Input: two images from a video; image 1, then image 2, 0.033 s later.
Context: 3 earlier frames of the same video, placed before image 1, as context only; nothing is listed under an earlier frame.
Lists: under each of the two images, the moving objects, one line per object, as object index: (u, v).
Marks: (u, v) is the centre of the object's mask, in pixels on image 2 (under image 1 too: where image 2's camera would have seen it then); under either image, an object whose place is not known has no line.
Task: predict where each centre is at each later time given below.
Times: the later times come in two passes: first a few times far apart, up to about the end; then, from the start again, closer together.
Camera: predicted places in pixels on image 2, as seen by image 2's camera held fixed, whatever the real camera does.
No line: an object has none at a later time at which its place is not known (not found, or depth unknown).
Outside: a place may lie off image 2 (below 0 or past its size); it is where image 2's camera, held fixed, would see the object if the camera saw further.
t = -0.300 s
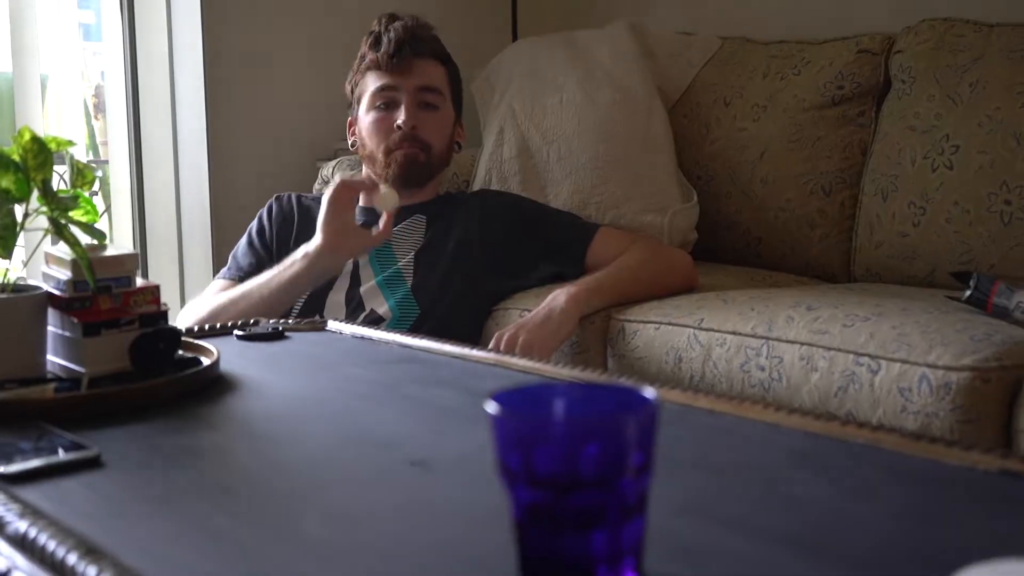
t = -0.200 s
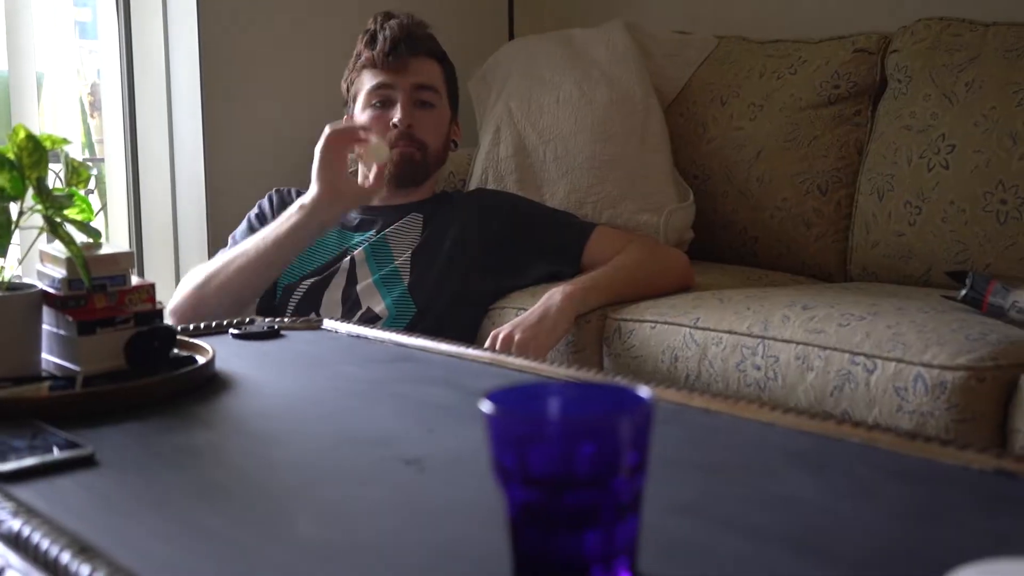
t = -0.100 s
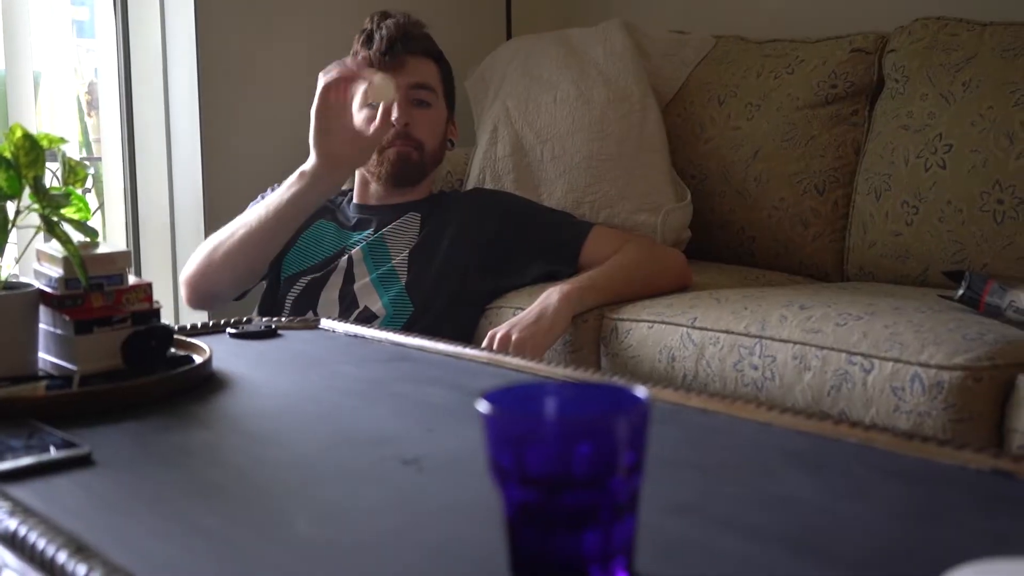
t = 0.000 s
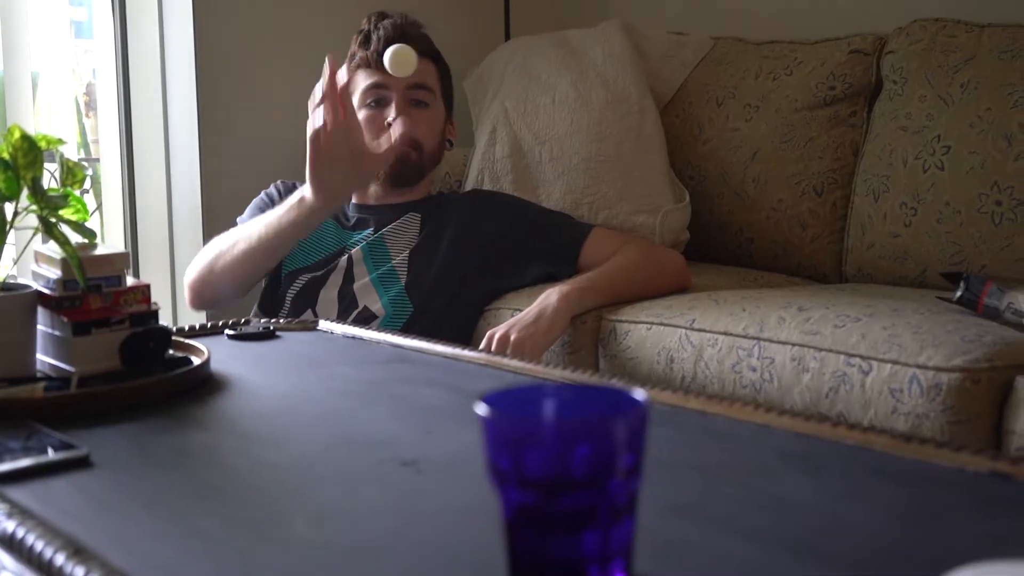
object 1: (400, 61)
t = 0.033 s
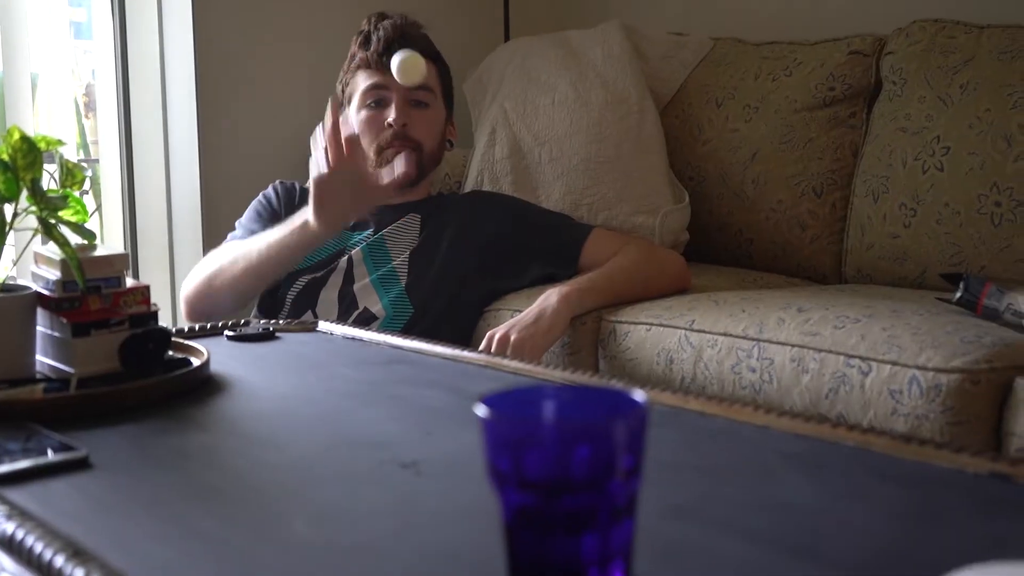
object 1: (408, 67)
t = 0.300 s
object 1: (495, 240)
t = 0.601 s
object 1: (597, 235)
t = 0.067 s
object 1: (418, 84)
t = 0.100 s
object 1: (428, 114)
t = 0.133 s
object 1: (441, 156)
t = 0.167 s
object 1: (452, 213)
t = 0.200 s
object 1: (465, 287)
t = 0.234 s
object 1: (478, 363)
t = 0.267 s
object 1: (486, 301)
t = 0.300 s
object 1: (495, 240)
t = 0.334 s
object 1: (503, 187)
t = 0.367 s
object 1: (511, 139)
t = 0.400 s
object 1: (521, 106)
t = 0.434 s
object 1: (531, 87)
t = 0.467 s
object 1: (542, 81)
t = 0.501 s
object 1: (554, 88)
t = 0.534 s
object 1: (567, 116)
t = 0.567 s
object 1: (580, 164)
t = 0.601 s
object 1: (597, 235)
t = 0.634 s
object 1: (610, 330)
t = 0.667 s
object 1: (660, 415)
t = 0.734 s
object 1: (753, 420)
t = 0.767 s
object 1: (801, 351)
